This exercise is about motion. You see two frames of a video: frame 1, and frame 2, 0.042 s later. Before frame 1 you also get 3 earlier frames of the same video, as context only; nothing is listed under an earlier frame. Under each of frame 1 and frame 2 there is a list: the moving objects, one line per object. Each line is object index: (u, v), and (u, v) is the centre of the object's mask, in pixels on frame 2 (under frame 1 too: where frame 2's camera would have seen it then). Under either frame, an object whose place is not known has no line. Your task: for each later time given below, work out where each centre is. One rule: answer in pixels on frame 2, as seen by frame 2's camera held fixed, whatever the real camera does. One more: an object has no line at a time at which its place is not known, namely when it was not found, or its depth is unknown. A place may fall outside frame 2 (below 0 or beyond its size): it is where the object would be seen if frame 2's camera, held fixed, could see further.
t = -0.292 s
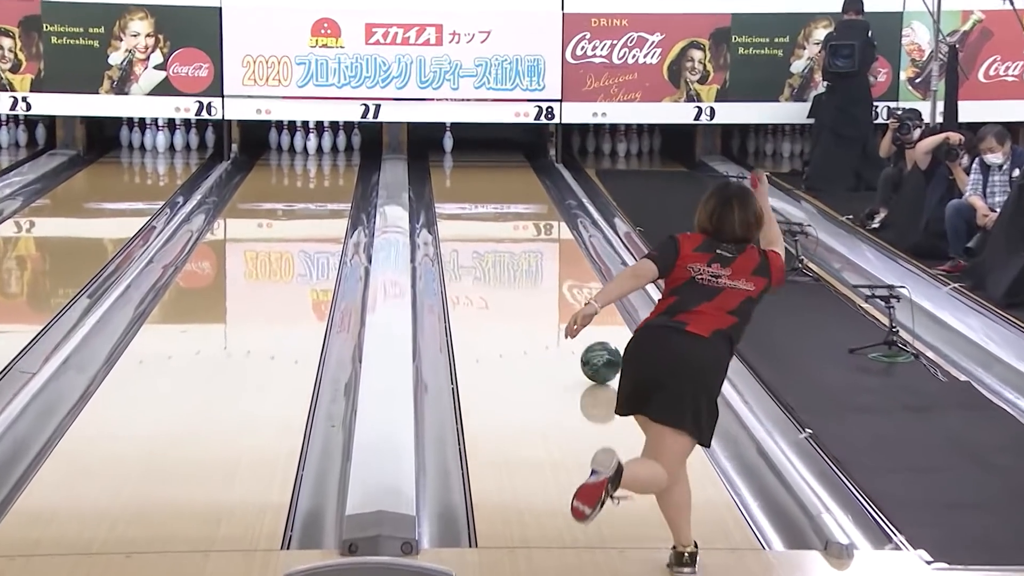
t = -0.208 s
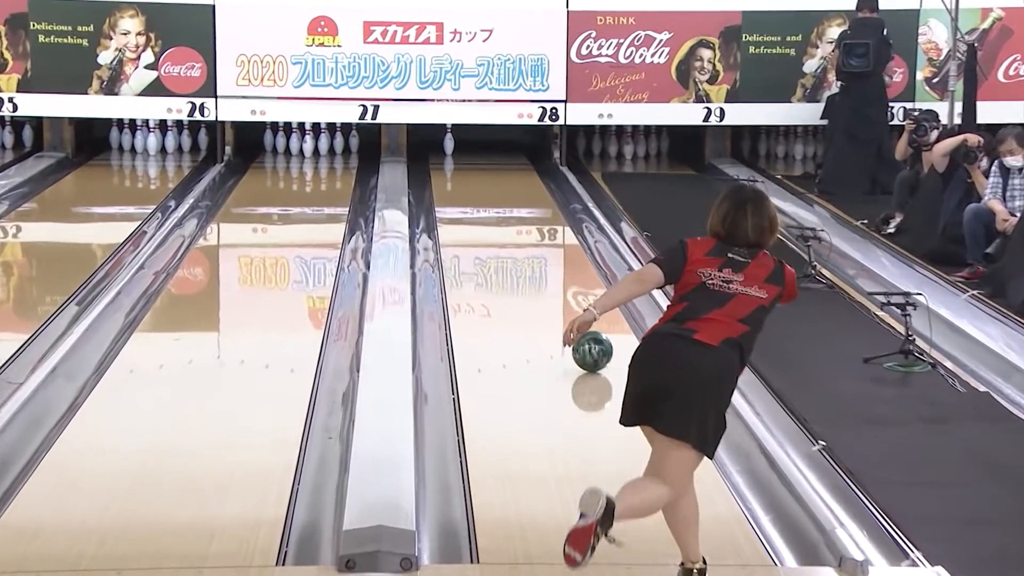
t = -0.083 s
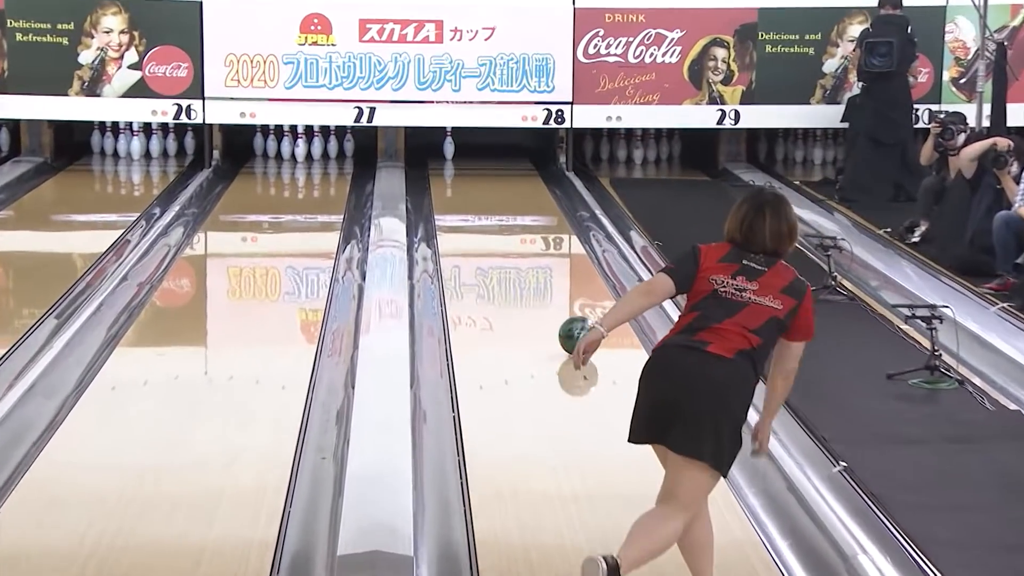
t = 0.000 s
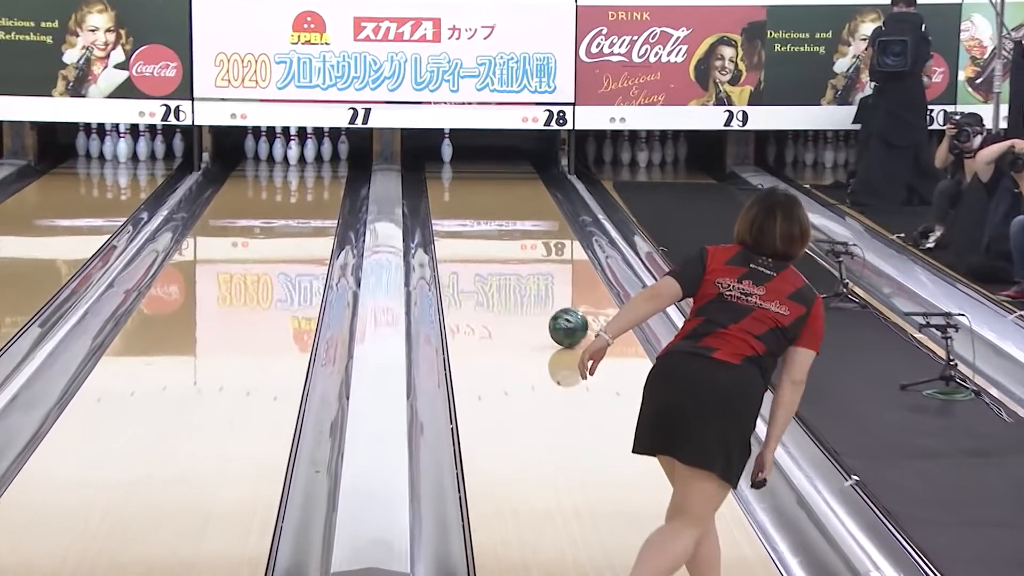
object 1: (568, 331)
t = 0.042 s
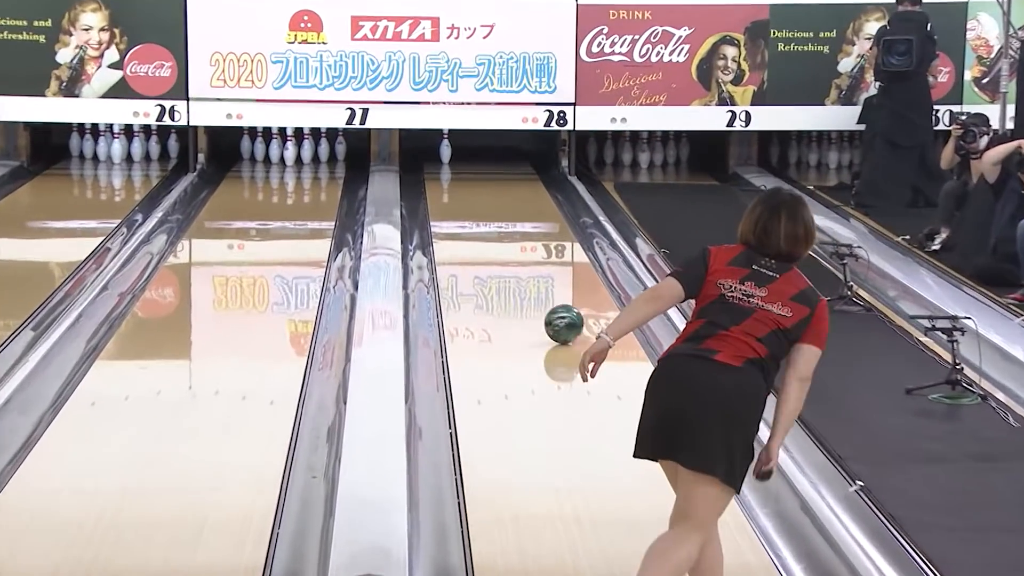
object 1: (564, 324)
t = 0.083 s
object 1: (557, 314)
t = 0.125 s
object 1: (552, 308)
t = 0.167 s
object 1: (546, 300)
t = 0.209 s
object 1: (542, 294)
